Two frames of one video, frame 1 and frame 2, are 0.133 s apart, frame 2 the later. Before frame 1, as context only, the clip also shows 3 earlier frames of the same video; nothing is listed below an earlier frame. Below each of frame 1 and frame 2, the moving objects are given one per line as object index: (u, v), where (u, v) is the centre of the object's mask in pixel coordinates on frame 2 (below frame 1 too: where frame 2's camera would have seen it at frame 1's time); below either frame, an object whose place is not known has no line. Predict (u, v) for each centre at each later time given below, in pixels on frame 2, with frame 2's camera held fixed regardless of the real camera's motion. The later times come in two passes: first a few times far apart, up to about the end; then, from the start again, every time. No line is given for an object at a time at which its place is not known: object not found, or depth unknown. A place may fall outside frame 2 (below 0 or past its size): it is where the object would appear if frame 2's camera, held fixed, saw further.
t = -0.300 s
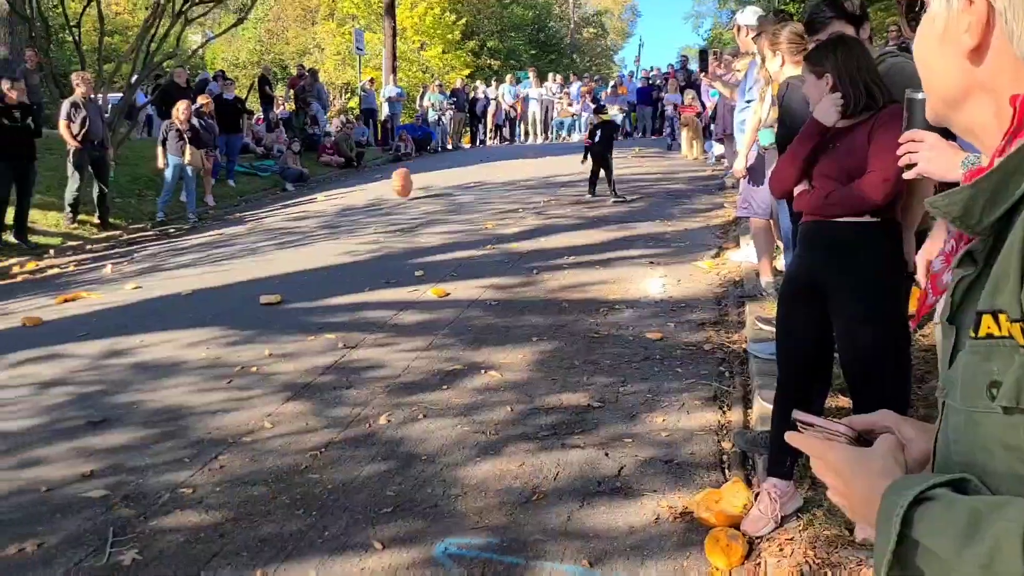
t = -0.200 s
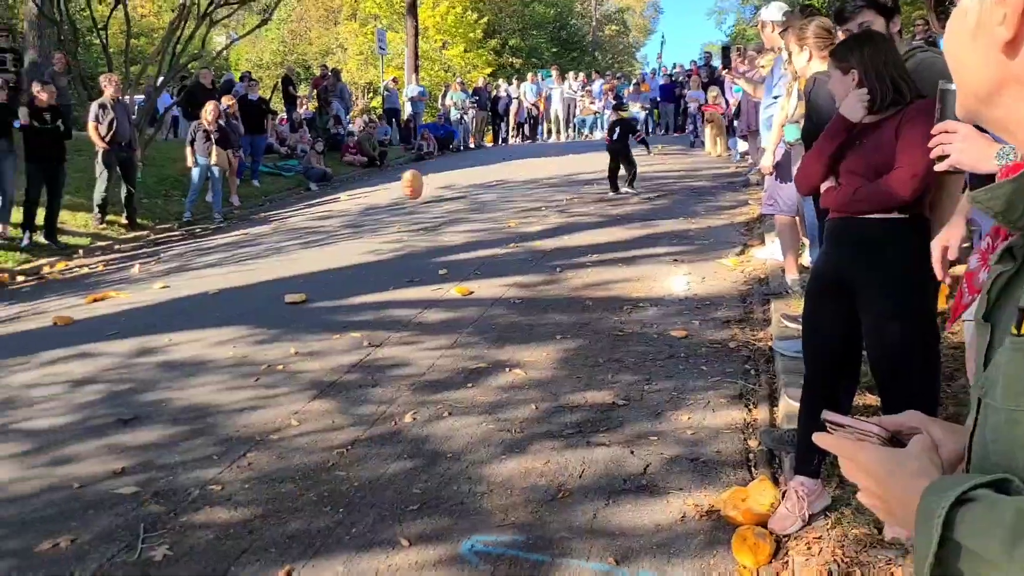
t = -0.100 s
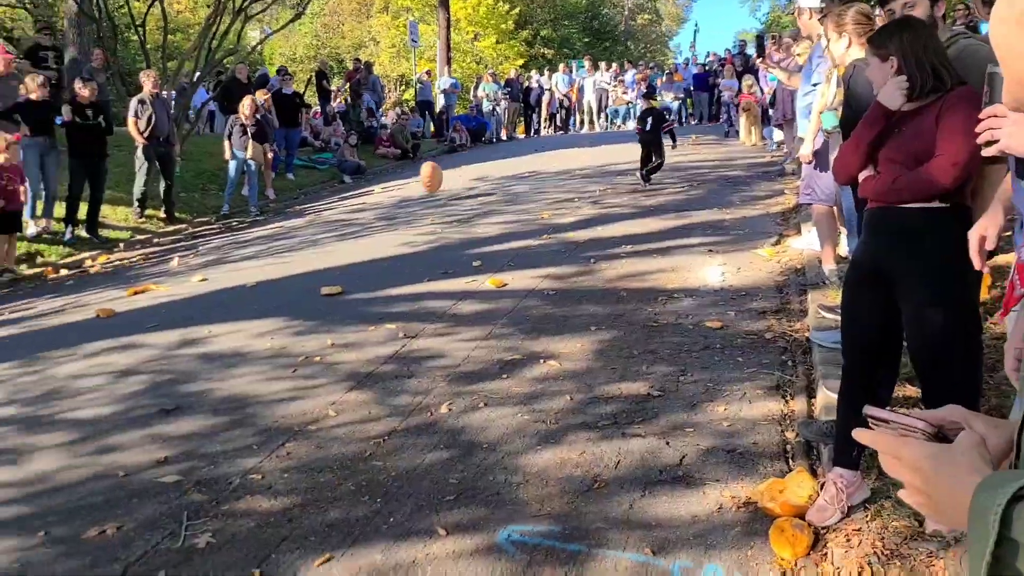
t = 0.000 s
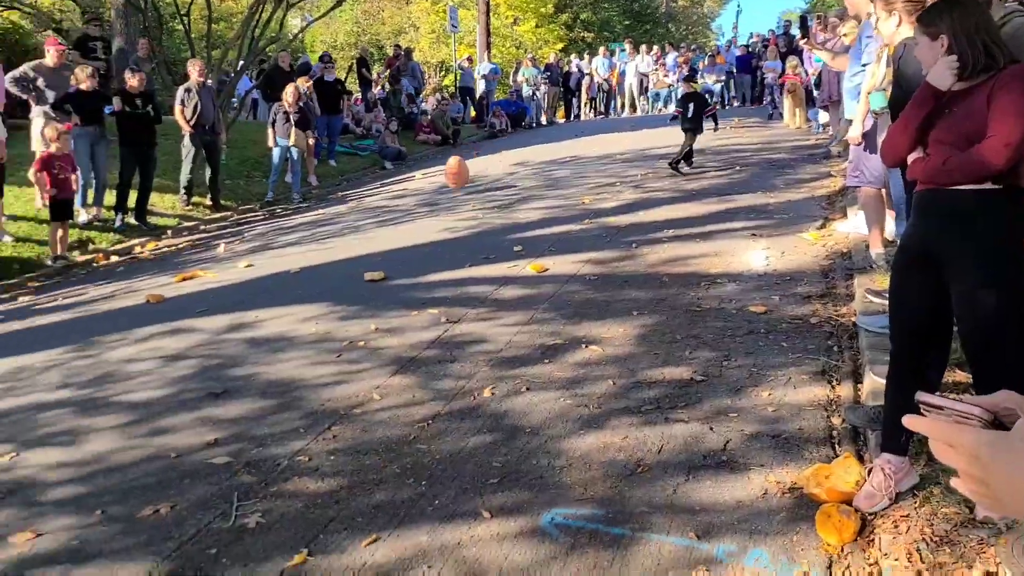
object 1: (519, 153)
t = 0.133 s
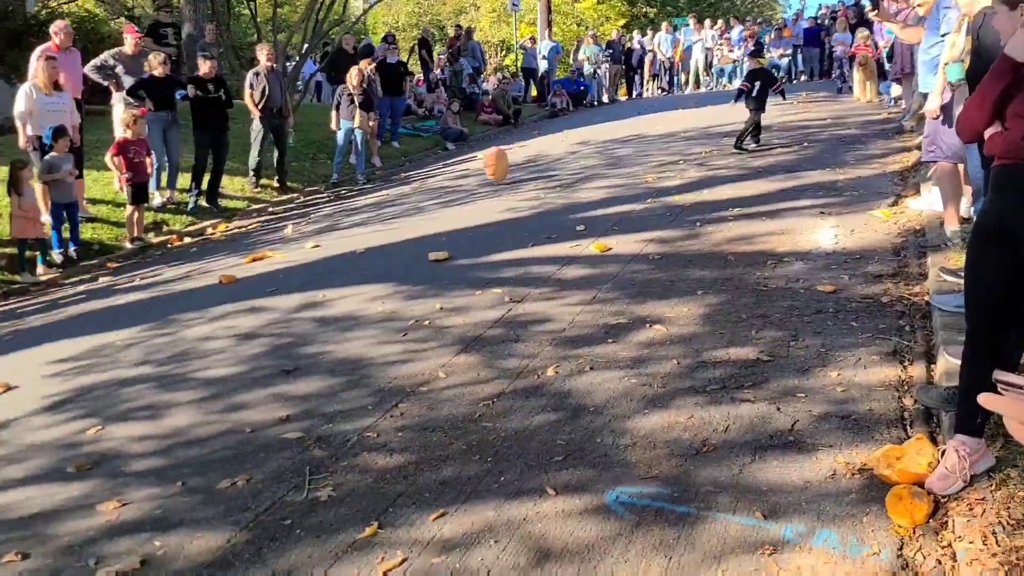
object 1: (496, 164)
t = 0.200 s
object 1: (483, 169)
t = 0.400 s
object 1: (436, 190)
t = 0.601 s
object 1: (375, 215)
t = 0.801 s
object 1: (295, 251)
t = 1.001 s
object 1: (179, 282)
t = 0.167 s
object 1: (489, 166)
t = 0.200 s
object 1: (483, 169)
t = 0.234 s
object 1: (476, 173)
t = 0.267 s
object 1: (469, 177)
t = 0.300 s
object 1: (461, 183)
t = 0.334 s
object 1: (453, 185)
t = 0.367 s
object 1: (445, 187)
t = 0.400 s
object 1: (436, 190)
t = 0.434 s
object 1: (427, 195)
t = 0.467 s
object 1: (418, 200)
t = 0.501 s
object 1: (408, 203)
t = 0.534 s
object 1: (398, 208)
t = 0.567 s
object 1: (387, 213)
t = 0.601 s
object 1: (375, 215)
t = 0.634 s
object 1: (363, 216)
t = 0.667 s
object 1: (350, 219)
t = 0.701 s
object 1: (337, 225)
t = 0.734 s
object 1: (324, 231)
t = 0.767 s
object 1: (309, 240)
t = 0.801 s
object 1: (295, 251)
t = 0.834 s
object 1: (277, 252)
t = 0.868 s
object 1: (260, 253)
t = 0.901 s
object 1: (242, 257)
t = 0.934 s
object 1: (222, 263)
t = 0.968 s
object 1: (200, 271)
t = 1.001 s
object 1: (179, 282)
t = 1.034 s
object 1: (156, 294)
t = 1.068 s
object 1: (131, 309)
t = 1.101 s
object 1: (105, 326)
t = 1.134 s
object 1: (77, 329)
